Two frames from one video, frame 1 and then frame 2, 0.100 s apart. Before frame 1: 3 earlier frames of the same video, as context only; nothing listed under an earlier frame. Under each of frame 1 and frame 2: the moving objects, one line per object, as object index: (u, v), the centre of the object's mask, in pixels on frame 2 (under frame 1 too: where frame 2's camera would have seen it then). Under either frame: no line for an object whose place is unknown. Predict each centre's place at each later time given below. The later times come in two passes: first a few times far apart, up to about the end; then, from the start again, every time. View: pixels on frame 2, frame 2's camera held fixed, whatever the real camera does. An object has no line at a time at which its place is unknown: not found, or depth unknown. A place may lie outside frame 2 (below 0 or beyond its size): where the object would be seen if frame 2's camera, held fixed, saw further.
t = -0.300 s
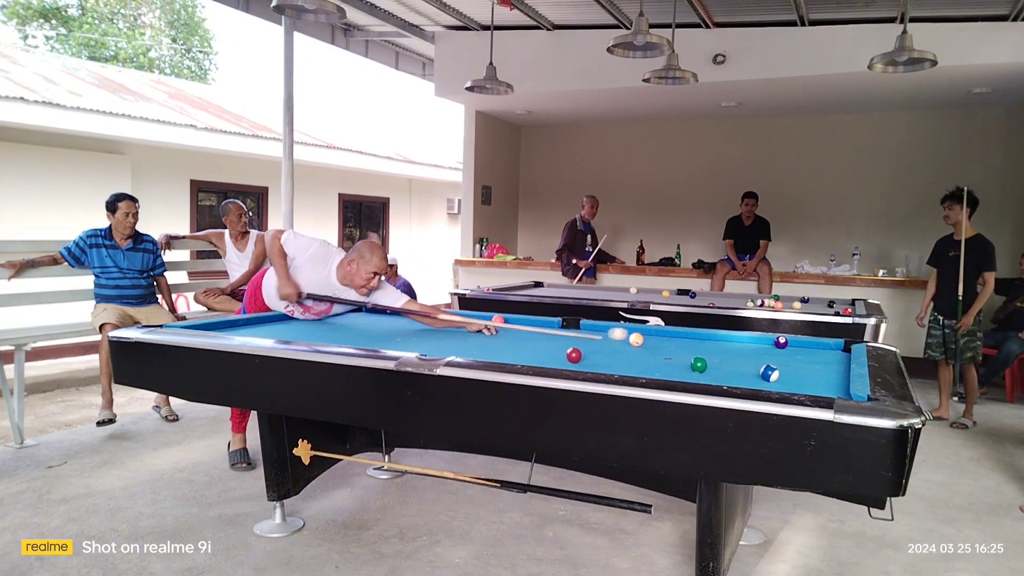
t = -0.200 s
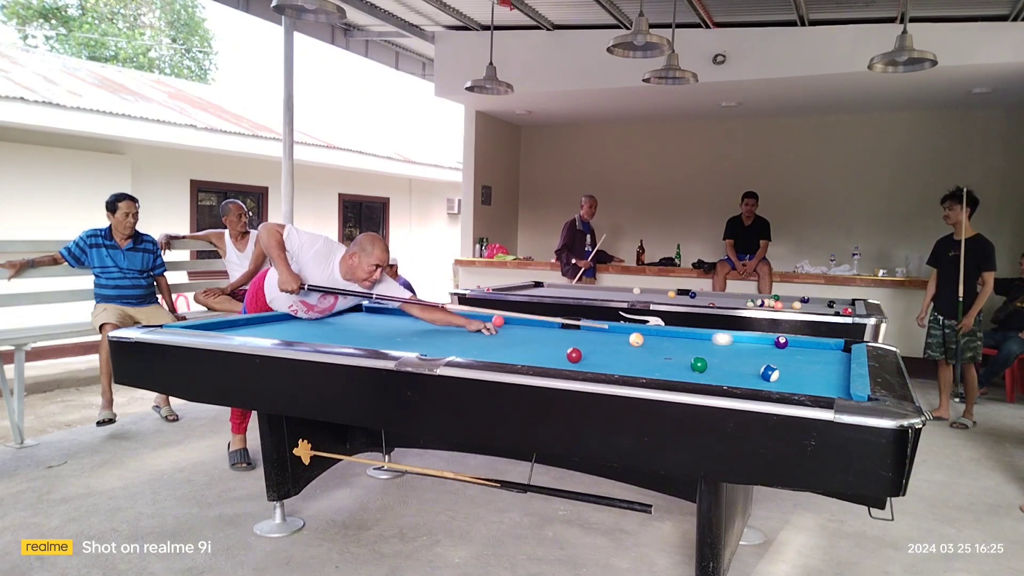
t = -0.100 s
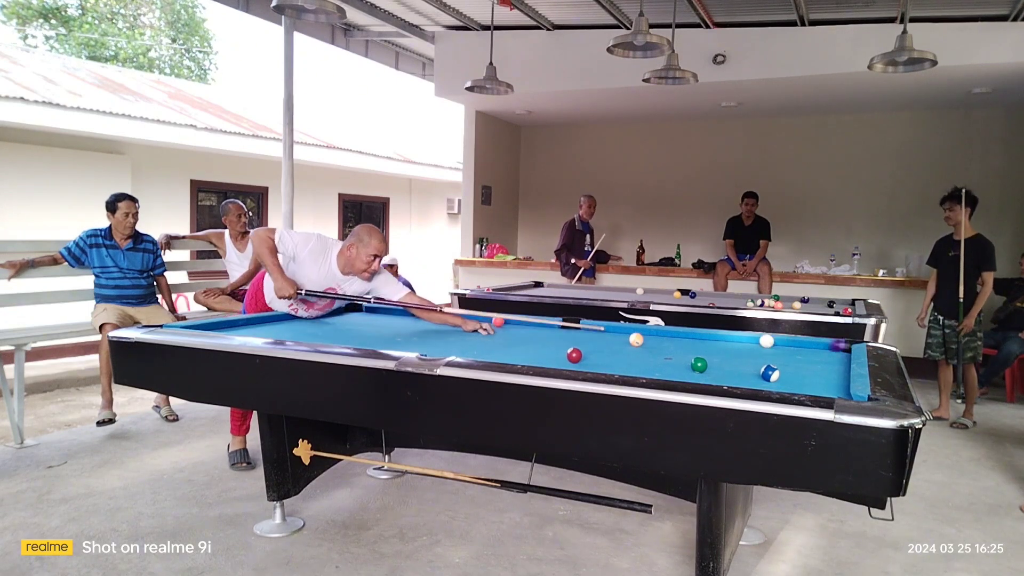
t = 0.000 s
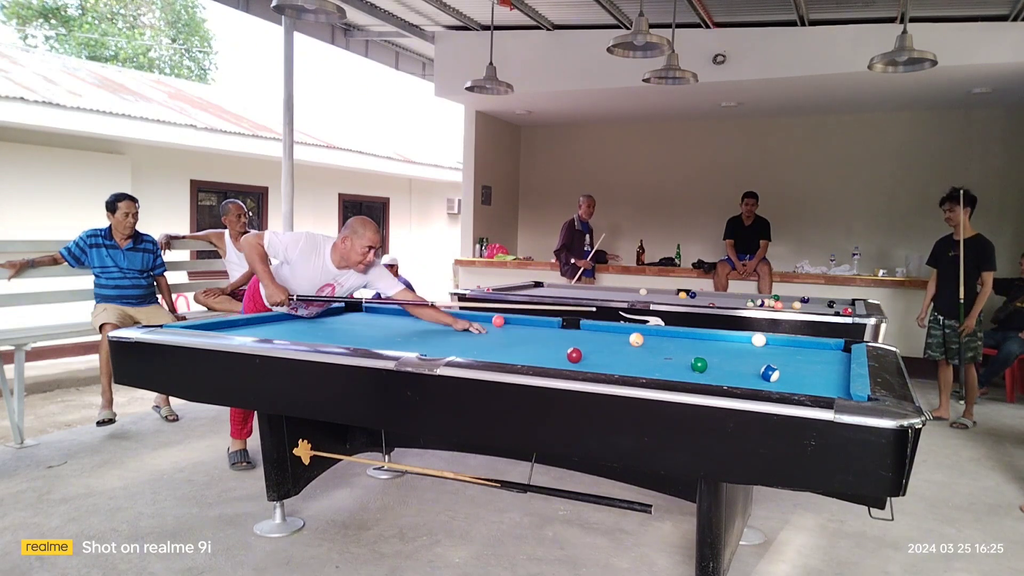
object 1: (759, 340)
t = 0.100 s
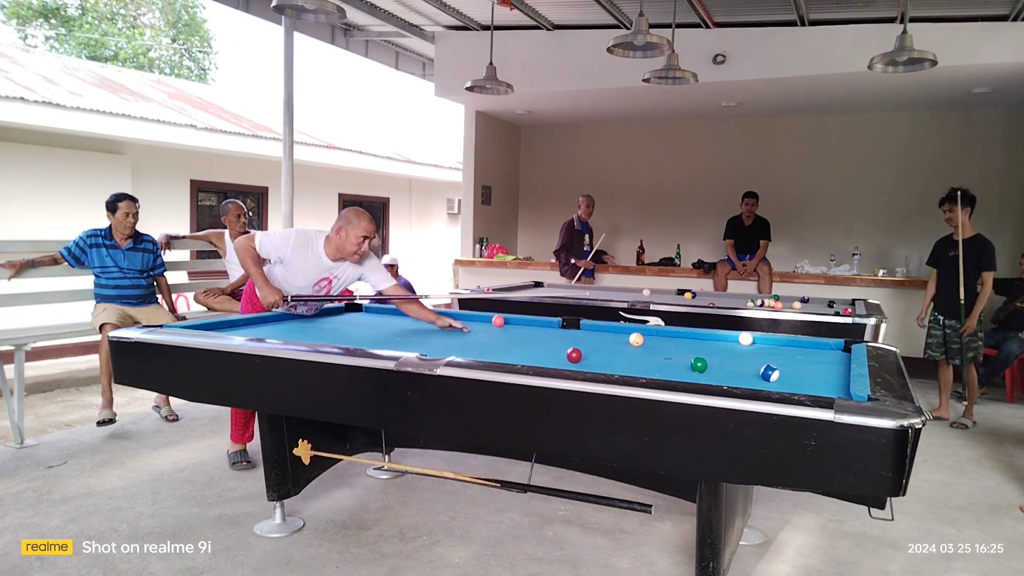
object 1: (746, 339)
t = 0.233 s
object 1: (729, 337)
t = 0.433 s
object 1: (704, 335)
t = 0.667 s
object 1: (678, 333)
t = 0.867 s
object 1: (656, 331)
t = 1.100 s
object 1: (630, 329)
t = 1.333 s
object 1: (606, 327)
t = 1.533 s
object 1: (587, 326)
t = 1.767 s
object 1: (566, 324)
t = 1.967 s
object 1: (548, 323)
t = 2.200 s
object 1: (530, 322)
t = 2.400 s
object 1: (515, 321)
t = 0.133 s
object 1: (741, 338)
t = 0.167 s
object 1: (737, 338)
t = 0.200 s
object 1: (733, 338)
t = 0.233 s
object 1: (729, 337)
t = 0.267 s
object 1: (724, 337)
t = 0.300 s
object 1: (720, 336)
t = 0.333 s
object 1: (716, 336)
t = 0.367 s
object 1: (712, 336)
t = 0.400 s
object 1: (708, 335)
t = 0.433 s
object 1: (704, 335)
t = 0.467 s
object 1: (700, 335)
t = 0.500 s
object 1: (696, 334)
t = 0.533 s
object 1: (693, 334)
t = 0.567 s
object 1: (689, 334)
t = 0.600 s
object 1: (685, 333)
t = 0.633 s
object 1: (682, 333)
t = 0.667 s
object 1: (678, 333)
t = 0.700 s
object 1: (674, 332)
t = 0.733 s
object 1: (671, 332)
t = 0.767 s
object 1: (667, 332)
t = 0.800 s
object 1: (663, 332)
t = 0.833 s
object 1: (659, 331)
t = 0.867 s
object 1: (656, 331)
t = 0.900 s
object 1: (652, 331)
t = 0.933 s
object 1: (648, 330)
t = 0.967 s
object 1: (645, 330)
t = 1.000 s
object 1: (641, 329)
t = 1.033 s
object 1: (637, 329)
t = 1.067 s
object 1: (633, 328)
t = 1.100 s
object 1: (630, 329)
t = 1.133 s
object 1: (626, 329)
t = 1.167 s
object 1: (623, 329)
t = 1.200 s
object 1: (619, 328)
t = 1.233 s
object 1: (616, 328)
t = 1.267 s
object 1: (613, 328)
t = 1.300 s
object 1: (609, 328)
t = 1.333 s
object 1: (606, 327)
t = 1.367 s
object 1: (603, 327)
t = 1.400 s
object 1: (599, 327)
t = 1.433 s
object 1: (596, 327)
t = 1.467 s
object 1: (593, 326)
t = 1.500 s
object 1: (590, 326)
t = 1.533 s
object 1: (587, 326)
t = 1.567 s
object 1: (584, 326)
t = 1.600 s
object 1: (580, 325)
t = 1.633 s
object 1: (577, 325)
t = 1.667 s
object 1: (574, 325)
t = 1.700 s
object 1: (571, 325)
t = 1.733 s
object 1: (568, 325)
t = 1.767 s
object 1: (566, 324)
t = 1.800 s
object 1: (563, 324)
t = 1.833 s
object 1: (560, 324)
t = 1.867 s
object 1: (557, 323)
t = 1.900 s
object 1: (554, 323)
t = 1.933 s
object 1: (551, 323)
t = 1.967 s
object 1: (548, 323)
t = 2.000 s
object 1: (546, 323)
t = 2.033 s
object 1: (543, 323)
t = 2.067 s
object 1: (540, 322)
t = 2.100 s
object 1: (538, 322)
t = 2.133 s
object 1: (535, 322)
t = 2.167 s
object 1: (533, 322)
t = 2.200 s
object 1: (530, 322)
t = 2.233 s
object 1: (527, 321)
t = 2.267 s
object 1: (525, 321)
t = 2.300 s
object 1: (523, 321)
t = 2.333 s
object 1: (520, 321)
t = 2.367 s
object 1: (518, 321)
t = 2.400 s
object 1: (515, 321)
